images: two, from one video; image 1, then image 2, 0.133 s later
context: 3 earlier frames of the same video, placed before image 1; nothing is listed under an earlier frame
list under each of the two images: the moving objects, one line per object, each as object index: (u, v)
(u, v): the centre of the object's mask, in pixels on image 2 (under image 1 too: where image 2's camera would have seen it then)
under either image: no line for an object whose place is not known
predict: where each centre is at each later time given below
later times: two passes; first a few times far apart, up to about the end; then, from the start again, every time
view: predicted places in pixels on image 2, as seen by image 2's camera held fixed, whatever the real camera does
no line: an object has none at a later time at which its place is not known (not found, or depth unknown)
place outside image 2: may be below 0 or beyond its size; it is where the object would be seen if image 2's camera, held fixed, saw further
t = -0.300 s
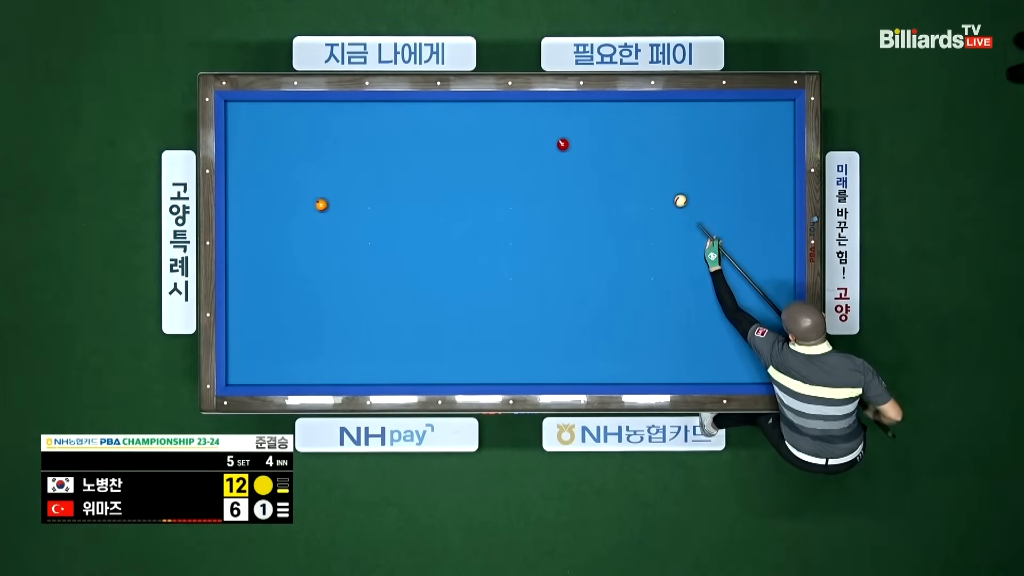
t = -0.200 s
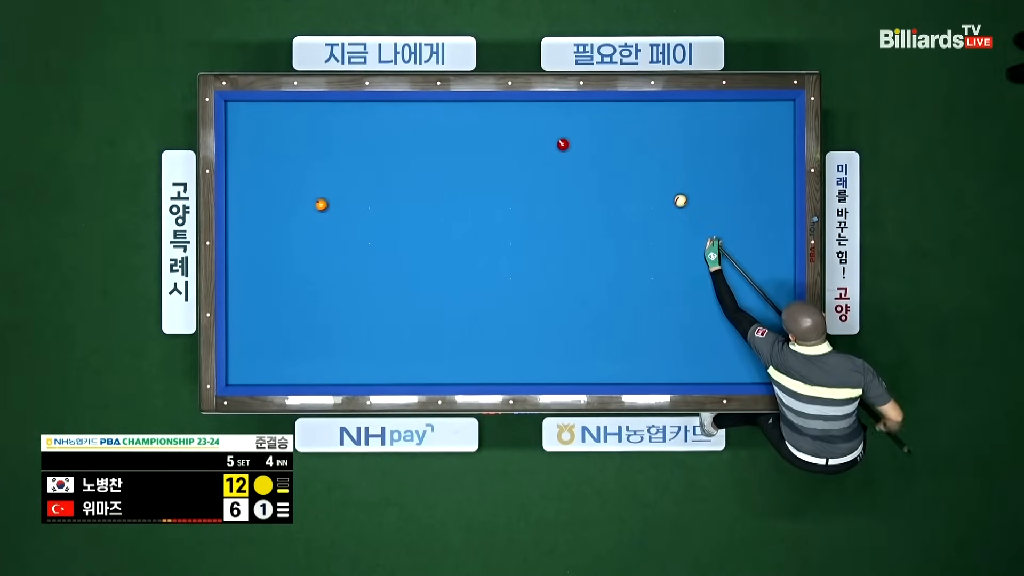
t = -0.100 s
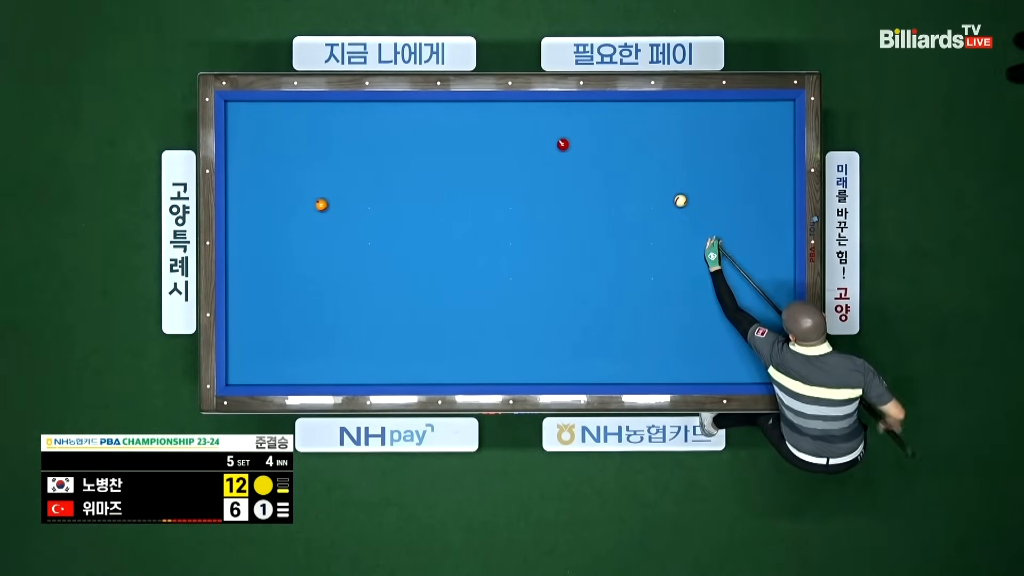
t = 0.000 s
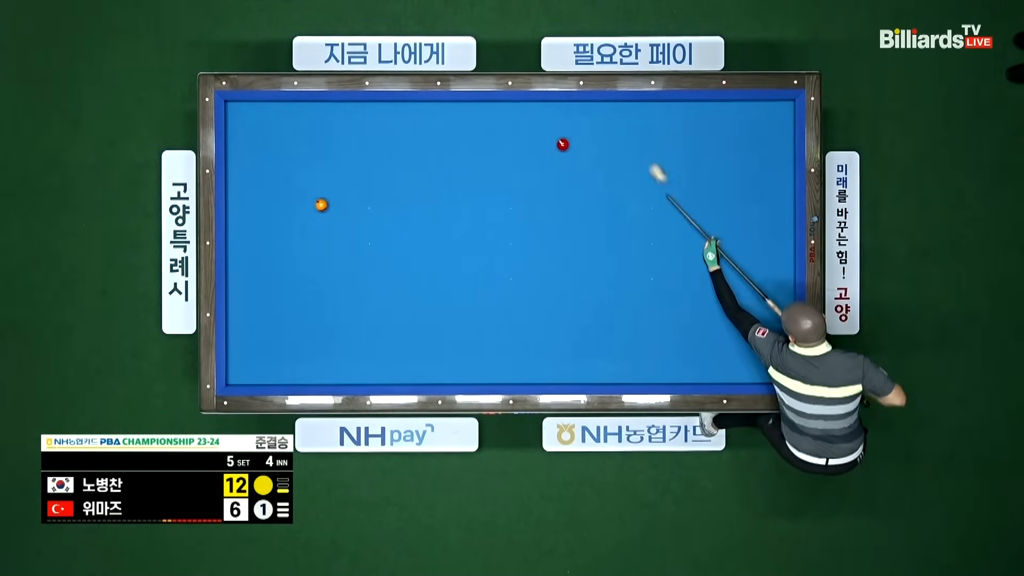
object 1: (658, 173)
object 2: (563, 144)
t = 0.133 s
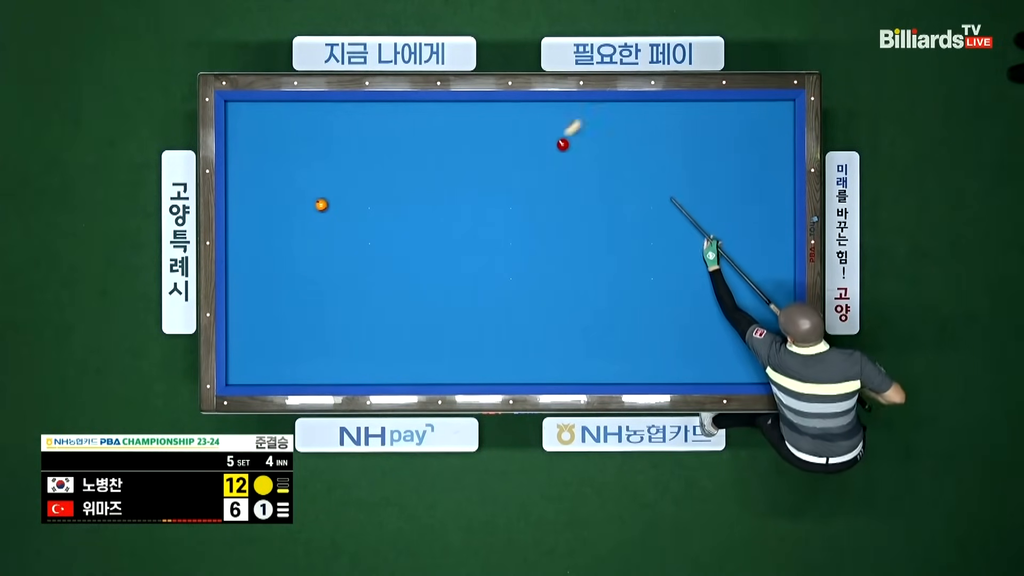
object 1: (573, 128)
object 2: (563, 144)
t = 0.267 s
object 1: (523, 120)
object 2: (526, 233)
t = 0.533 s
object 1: (439, 110)
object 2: (457, 362)
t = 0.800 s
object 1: (354, 120)
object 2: (414, 247)
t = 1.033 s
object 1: (281, 127)
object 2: (380, 164)
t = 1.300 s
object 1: (257, 146)
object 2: (352, 134)
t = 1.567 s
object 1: (310, 179)
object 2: (341, 195)
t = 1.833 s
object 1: (352, 211)
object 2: (329, 243)
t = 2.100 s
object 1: (394, 241)
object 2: (316, 292)
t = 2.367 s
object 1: (435, 272)
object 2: (304, 339)
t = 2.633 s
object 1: (476, 302)
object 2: (293, 376)
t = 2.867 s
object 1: (511, 327)
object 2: (287, 350)
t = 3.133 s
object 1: (551, 356)
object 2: (280, 324)
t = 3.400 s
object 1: (590, 375)
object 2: (273, 299)
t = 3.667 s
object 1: (631, 358)
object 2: (266, 274)
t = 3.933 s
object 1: (670, 341)
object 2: (260, 250)
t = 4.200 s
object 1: (709, 325)
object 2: (253, 226)
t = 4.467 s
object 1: (748, 309)
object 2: (247, 204)
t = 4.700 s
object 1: (782, 295)
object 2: (242, 184)
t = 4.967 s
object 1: (772, 276)
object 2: (237, 163)
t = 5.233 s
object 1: (751, 256)
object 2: (232, 142)
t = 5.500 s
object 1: (730, 236)
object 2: (234, 124)
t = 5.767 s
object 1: (710, 216)
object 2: (237, 107)
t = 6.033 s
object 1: (690, 197)
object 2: (240, 117)
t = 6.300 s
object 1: (671, 178)
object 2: (243, 127)
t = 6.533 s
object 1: (655, 162)
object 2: (245, 135)
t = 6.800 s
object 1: (637, 144)
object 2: (248, 144)
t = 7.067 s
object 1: (619, 126)
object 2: (250, 152)
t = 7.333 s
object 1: (601, 109)
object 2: (252, 160)
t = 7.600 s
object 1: (587, 115)
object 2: (254, 167)
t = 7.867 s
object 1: (574, 124)
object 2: (255, 174)
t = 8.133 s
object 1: (561, 133)
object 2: (256, 180)
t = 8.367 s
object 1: (550, 141)
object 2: (257, 185)
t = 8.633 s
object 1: (539, 149)
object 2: (258, 190)
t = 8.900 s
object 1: (527, 157)
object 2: (258, 195)
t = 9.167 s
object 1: (516, 165)
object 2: (259, 199)
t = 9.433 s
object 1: (506, 171)
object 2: (259, 202)
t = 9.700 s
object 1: (496, 178)
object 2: (259, 205)
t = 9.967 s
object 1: (487, 185)
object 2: (259, 207)
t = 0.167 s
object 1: (558, 130)
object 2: (556, 162)
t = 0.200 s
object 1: (546, 127)
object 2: (545, 187)
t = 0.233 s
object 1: (534, 123)
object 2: (535, 210)
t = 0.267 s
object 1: (523, 120)
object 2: (526, 233)
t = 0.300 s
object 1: (512, 117)
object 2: (516, 256)
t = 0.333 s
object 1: (501, 115)
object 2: (506, 278)
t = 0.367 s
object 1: (491, 112)
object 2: (497, 300)
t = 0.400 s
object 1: (481, 110)
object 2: (488, 322)
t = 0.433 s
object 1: (471, 108)
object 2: (479, 343)
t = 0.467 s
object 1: (460, 107)
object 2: (471, 364)
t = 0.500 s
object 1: (450, 109)
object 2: (462, 378)
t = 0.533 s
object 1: (439, 110)
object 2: (457, 362)
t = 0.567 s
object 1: (429, 111)
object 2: (451, 347)
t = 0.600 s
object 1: (418, 113)
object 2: (446, 332)
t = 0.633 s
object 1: (407, 114)
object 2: (440, 316)
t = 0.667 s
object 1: (397, 115)
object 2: (435, 302)
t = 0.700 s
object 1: (386, 116)
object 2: (429, 287)
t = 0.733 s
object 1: (375, 117)
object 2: (424, 273)
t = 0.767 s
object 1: (365, 118)
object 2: (419, 260)
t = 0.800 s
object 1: (354, 120)
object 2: (414, 247)
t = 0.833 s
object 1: (344, 120)
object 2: (409, 234)
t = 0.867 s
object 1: (333, 122)
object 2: (404, 222)
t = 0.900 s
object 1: (323, 123)
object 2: (399, 210)
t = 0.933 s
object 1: (312, 124)
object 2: (395, 198)
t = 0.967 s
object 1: (302, 125)
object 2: (389, 186)
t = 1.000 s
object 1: (291, 126)
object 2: (385, 175)
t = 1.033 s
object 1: (281, 127)
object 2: (380, 164)
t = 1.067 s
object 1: (270, 128)
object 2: (375, 152)
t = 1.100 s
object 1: (260, 129)
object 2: (371, 140)
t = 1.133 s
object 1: (249, 130)
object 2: (366, 129)
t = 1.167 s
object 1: (239, 131)
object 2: (361, 117)
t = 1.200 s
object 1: (231, 133)
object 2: (356, 107)
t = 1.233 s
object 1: (240, 137)
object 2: (355, 114)
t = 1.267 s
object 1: (248, 142)
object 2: (353, 124)
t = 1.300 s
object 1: (257, 146)
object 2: (352, 134)
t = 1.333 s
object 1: (265, 151)
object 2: (351, 143)
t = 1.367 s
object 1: (272, 155)
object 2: (350, 152)
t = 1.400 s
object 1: (279, 159)
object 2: (348, 160)
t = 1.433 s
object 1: (286, 163)
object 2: (347, 168)
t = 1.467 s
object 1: (292, 167)
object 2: (346, 175)
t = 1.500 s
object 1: (298, 171)
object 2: (344, 182)
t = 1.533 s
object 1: (304, 176)
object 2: (342, 189)
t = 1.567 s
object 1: (310, 179)
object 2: (341, 195)
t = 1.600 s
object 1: (315, 183)
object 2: (340, 201)
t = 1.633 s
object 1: (320, 187)
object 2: (338, 207)
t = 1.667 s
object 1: (325, 191)
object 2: (336, 213)
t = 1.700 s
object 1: (331, 195)
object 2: (335, 219)
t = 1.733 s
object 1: (336, 199)
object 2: (333, 225)
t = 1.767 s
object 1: (341, 203)
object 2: (332, 231)
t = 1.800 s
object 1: (347, 207)
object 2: (330, 237)
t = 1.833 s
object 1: (352, 211)
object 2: (329, 243)
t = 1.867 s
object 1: (357, 214)
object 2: (327, 249)
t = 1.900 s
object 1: (362, 218)
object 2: (325, 256)
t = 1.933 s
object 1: (368, 222)
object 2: (324, 262)
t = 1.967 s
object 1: (373, 226)
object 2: (322, 267)
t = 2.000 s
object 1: (378, 230)
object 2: (321, 274)
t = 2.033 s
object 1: (384, 234)
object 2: (319, 280)
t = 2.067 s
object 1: (389, 237)
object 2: (318, 285)
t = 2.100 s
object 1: (394, 241)
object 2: (316, 292)
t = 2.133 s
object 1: (399, 245)
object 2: (315, 298)
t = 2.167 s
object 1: (405, 249)
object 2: (313, 303)
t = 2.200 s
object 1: (410, 253)
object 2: (312, 309)
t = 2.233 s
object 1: (415, 257)
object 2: (310, 315)
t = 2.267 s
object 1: (420, 260)
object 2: (309, 321)
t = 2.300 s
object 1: (425, 264)
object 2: (307, 327)
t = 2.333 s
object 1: (431, 268)
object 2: (305, 333)
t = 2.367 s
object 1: (435, 272)
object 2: (304, 339)
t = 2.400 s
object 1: (441, 276)
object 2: (303, 345)
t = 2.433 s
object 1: (446, 279)
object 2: (301, 350)
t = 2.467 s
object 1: (451, 283)
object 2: (299, 356)
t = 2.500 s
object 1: (456, 287)
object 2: (298, 362)
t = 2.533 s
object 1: (461, 291)
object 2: (297, 368)
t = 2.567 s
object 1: (466, 294)
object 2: (295, 374)
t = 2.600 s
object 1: (471, 298)
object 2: (293, 379)
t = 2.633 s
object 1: (476, 302)
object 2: (293, 376)
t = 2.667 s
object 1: (481, 305)
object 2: (292, 371)
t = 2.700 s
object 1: (486, 309)
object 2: (291, 367)
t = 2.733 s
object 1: (491, 313)
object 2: (290, 364)
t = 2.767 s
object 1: (496, 316)
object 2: (289, 360)
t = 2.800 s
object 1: (501, 320)
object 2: (288, 356)
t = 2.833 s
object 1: (506, 324)
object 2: (287, 353)
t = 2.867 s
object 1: (511, 327)
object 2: (287, 350)
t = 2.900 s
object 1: (516, 331)
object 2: (286, 347)
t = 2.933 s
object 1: (521, 335)
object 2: (285, 343)
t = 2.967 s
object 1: (526, 338)
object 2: (284, 340)
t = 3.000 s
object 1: (531, 342)
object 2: (283, 337)
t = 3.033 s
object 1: (536, 345)
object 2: (282, 334)
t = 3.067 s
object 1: (541, 349)
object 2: (281, 331)
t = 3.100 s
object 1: (546, 352)
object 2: (280, 327)
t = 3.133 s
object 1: (551, 356)
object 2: (280, 324)
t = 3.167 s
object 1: (556, 360)
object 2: (279, 321)
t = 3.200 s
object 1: (561, 363)
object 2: (278, 318)
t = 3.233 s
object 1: (566, 367)
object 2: (277, 314)
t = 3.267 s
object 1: (570, 371)
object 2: (276, 311)
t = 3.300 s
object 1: (575, 374)
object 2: (275, 308)
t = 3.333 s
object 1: (580, 378)
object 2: (275, 305)
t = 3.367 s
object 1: (586, 377)
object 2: (274, 302)
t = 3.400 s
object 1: (590, 375)
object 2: (273, 299)
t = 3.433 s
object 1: (595, 372)
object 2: (272, 296)
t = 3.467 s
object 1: (600, 370)
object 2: (271, 292)
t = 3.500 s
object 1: (605, 368)
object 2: (270, 289)
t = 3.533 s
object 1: (611, 366)
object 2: (269, 286)
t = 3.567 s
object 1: (615, 364)
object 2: (269, 283)
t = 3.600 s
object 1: (621, 362)
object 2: (268, 280)
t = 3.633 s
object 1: (626, 360)
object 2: (267, 277)
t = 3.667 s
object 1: (631, 358)
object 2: (266, 274)
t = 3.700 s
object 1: (636, 356)
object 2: (266, 271)
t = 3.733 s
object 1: (641, 354)
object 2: (265, 268)
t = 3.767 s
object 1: (646, 352)
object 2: (264, 265)
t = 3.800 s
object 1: (651, 350)
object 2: (263, 262)
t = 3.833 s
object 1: (656, 347)
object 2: (262, 259)
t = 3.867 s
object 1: (661, 346)
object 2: (262, 256)
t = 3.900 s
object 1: (666, 343)
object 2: (261, 253)
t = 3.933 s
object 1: (670, 341)
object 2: (260, 250)
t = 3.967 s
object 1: (675, 339)
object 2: (259, 247)
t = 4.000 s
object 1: (680, 337)
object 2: (258, 244)
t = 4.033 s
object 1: (685, 335)
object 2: (258, 241)
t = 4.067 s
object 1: (690, 333)
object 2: (257, 238)
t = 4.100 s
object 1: (695, 331)
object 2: (256, 235)
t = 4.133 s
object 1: (700, 329)
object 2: (255, 232)
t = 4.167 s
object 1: (705, 327)
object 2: (254, 229)
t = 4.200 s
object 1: (709, 325)
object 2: (253, 226)
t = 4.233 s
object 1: (714, 323)
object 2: (253, 224)
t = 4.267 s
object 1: (719, 321)
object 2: (252, 221)
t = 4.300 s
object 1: (724, 319)
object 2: (251, 217)
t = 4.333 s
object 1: (729, 317)
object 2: (250, 215)
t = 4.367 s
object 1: (734, 315)
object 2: (250, 212)
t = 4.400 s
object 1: (739, 313)
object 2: (249, 209)
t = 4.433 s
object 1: (743, 311)
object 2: (248, 206)
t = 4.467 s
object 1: (748, 309)
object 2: (247, 204)
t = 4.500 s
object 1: (753, 307)
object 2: (247, 201)
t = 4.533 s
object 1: (758, 305)
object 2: (246, 198)
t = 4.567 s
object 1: (762, 303)
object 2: (245, 195)
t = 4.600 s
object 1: (767, 301)
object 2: (245, 192)
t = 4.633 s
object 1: (772, 299)
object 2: (244, 190)
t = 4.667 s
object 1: (777, 297)
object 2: (243, 186)
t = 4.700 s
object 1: (782, 295)
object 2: (242, 184)
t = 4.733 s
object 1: (786, 293)
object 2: (242, 181)
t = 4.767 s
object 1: (789, 291)
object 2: (241, 178)
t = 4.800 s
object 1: (787, 290)
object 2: (240, 177)
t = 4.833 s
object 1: (783, 287)
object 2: (240, 174)
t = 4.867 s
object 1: (780, 284)
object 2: (239, 171)
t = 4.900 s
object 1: (777, 281)
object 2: (238, 169)
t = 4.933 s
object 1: (775, 279)
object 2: (237, 166)
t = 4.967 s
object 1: (772, 276)
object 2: (237, 163)
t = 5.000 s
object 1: (769, 274)
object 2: (236, 160)
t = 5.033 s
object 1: (766, 271)
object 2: (236, 158)
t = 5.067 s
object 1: (763, 269)
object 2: (235, 155)
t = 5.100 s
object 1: (761, 266)
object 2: (234, 153)
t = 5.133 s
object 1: (758, 264)
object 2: (233, 150)
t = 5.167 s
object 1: (756, 261)
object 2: (233, 147)
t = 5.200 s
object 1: (753, 258)
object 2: (232, 144)
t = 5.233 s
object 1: (751, 256)
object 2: (232, 142)
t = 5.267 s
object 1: (748, 253)
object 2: (232, 139)
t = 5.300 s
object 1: (745, 250)
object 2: (232, 137)
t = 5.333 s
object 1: (743, 248)
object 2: (232, 135)
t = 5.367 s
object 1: (740, 246)
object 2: (233, 133)
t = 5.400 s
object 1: (738, 243)
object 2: (233, 130)
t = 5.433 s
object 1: (735, 241)
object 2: (233, 128)
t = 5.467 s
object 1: (732, 238)
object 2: (234, 126)
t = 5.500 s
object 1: (730, 236)
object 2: (234, 124)
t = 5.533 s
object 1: (727, 233)
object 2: (234, 122)
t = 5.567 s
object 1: (724, 231)
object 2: (235, 120)
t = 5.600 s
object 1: (722, 228)
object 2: (235, 117)
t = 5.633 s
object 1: (720, 226)
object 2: (236, 115)
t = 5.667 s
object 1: (717, 223)
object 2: (236, 112)
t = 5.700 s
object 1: (715, 221)
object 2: (236, 110)
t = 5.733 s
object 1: (712, 218)
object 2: (237, 108)
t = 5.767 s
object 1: (710, 216)
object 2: (237, 107)
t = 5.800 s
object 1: (707, 213)
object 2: (237, 108)
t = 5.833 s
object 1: (705, 211)
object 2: (238, 109)
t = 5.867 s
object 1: (702, 209)
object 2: (238, 110)
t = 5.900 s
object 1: (700, 206)
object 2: (239, 112)
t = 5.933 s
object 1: (697, 204)
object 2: (239, 113)
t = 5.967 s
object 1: (695, 201)
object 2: (239, 114)
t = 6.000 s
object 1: (693, 199)
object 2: (240, 116)
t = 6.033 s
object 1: (690, 197)
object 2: (240, 117)
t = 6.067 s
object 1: (688, 194)
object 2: (240, 118)
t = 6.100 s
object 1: (686, 192)
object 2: (241, 119)
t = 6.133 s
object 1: (683, 189)
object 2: (241, 121)
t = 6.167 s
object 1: (681, 187)
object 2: (242, 122)
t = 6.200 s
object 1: (678, 185)
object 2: (242, 123)
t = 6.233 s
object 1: (676, 182)
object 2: (242, 124)
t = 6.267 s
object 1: (673, 180)
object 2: (243, 126)
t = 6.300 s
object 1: (671, 178)
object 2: (243, 127)
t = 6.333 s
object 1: (669, 176)
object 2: (243, 128)
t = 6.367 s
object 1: (667, 173)
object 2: (244, 129)
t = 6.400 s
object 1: (664, 171)
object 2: (244, 130)
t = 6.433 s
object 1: (662, 168)
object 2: (244, 132)
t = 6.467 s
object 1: (659, 166)
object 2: (245, 133)
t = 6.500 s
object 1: (657, 163)
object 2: (245, 134)
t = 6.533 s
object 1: (655, 162)
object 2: (245, 135)
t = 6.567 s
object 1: (652, 159)
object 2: (246, 136)
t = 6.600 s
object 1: (650, 157)
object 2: (246, 137)
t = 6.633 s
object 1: (648, 155)
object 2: (246, 138)
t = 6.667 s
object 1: (646, 152)
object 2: (247, 139)
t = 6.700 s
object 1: (643, 150)
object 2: (247, 140)
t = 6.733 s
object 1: (641, 148)
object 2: (247, 142)
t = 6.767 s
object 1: (639, 146)
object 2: (247, 143)
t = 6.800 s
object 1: (637, 144)
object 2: (248, 144)
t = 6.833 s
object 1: (634, 141)
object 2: (248, 145)
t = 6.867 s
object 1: (632, 139)
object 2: (248, 146)
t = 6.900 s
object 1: (630, 137)
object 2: (248, 147)
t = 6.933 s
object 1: (627, 135)
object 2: (249, 148)
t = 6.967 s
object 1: (625, 132)
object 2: (249, 149)
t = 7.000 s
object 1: (623, 130)
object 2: (249, 150)
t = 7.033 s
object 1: (621, 128)
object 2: (250, 151)
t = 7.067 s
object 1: (619, 126)
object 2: (250, 152)
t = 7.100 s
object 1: (617, 124)
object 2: (250, 153)
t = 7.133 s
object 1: (614, 121)
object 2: (250, 154)
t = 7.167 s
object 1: (612, 119)
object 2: (251, 155)
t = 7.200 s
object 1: (610, 117)
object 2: (251, 156)
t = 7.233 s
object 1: (608, 115)
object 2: (251, 157)
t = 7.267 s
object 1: (606, 113)
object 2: (252, 158)
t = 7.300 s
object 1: (604, 111)
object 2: (252, 159)
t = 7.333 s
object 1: (601, 109)
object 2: (252, 160)
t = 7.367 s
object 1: (599, 107)
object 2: (252, 161)
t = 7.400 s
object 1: (598, 107)
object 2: (252, 162)
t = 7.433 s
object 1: (596, 109)
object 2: (253, 163)
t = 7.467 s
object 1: (594, 110)
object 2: (253, 164)
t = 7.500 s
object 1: (593, 111)
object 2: (253, 165)
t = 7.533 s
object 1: (591, 112)
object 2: (253, 166)
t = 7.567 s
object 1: (589, 114)
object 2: (253, 166)
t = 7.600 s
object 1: (587, 115)
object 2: (254, 167)
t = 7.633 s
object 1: (585, 116)
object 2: (254, 168)
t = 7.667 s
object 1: (584, 117)
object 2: (254, 169)
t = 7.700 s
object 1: (582, 118)
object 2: (254, 170)
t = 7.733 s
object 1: (581, 119)
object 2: (254, 171)
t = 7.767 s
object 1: (579, 121)
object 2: (254, 172)
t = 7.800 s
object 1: (577, 122)
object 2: (255, 172)
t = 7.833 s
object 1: (575, 123)
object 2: (255, 173)
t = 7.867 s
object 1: (574, 124)
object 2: (255, 174)
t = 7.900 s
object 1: (572, 125)
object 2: (255, 175)
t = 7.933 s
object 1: (571, 126)
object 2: (255, 176)
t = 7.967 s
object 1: (569, 128)
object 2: (255, 176)
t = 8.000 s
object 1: (568, 129)
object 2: (255, 177)
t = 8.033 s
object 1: (566, 130)
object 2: (255, 178)
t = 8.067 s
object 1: (564, 131)
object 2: (255, 179)
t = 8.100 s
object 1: (563, 132)
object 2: (256, 179)
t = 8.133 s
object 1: (561, 133)
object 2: (256, 180)
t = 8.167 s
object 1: (560, 134)
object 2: (256, 181)
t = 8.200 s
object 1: (558, 135)
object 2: (256, 182)
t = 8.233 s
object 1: (557, 136)
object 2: (256, 182)
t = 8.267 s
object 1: (555, 137)
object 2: (256, 183)
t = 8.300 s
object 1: (553, 139)
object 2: (256, 184)
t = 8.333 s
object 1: (552, 140)
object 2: (257, 184)
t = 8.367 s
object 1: (550, 141)
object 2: (257, 185)
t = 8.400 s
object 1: (549, 142)
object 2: (257, 186)
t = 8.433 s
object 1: (547, 143)
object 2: (257, 187)
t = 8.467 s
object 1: (546, 144)
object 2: (257, 187)
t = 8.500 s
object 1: (544, 145)
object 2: (257, 188)
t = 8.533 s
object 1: (543, 146)
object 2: (257, 189)
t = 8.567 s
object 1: (541, 147)
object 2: (257, 189)
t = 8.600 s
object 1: (540, 148)
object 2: (257, 190)
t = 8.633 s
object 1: (539, 149)
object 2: (258, 190)
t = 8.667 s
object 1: (537, 150)
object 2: (258, 191)
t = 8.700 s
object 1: (536, 151)
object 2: (258, 192)
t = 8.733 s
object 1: (534, 152)
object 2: (258, 192)
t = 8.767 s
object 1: (533, 153)
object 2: (258, 193)
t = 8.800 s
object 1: (532, 154)
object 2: (258, 193)
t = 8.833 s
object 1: (530, 155)
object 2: (258, 194)
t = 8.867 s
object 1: (529, 156)
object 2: (258, 194)
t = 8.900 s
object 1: (527, 157)
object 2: (258, 195)
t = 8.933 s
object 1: (526, 158)
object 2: (258, 195)
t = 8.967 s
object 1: (524, 159)
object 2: (258, 196)
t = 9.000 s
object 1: (523, 160)
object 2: (259, 196)
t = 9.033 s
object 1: (522, 161)
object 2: (258, 197)
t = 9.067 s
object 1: (520, 162)
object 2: (259, 197)
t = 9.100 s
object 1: (519, 163)
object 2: (259, 198)
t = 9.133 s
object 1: (518, 164)
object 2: (259, 198)
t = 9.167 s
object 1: (516, 165)
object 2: (259, 199)
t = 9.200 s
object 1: (515, 165)
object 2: (259, 199)
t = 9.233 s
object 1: (514, 166)
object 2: (259, 200)
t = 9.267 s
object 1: (512, 167)
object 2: (259, 200)
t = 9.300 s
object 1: (511, 168)
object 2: (259, 200)
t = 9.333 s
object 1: (510, 169)
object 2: (259, 201)
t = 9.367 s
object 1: (508, 170)
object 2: (259, 201)
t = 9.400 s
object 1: (507, 171)
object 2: (259, 202)
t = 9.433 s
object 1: (506, 171)
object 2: (259, 202)
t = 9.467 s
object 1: (505, 172)
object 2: (259, 203)
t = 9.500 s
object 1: (503, 173)
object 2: (259, 203)
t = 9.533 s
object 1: (502, 174)
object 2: (259, 203)
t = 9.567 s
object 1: (501, 175)
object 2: (259, 204)
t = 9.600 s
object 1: (500, 176)
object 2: (259, 204)
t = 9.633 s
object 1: (499, 177)
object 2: (259, 204)
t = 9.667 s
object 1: (498, 178)
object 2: (259, 205)
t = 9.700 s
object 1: (496, 178)
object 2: (259, 205)
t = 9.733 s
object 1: (495, 179)
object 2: (259, 205)
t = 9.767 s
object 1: (494, 180)
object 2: (259, 206)
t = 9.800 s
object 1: (493, 181)
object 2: (259, 206)
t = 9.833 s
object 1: (492, 181)
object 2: (259, 206)
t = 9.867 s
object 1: (491, 182)
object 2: (259, 206)
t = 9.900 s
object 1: (490, 183)
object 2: (259, 207)
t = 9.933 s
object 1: (488, 184)
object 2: (259, 207)
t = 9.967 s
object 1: (487, 185)
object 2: (259, 207)
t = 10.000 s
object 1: (486, 186)
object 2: (259, 207)
